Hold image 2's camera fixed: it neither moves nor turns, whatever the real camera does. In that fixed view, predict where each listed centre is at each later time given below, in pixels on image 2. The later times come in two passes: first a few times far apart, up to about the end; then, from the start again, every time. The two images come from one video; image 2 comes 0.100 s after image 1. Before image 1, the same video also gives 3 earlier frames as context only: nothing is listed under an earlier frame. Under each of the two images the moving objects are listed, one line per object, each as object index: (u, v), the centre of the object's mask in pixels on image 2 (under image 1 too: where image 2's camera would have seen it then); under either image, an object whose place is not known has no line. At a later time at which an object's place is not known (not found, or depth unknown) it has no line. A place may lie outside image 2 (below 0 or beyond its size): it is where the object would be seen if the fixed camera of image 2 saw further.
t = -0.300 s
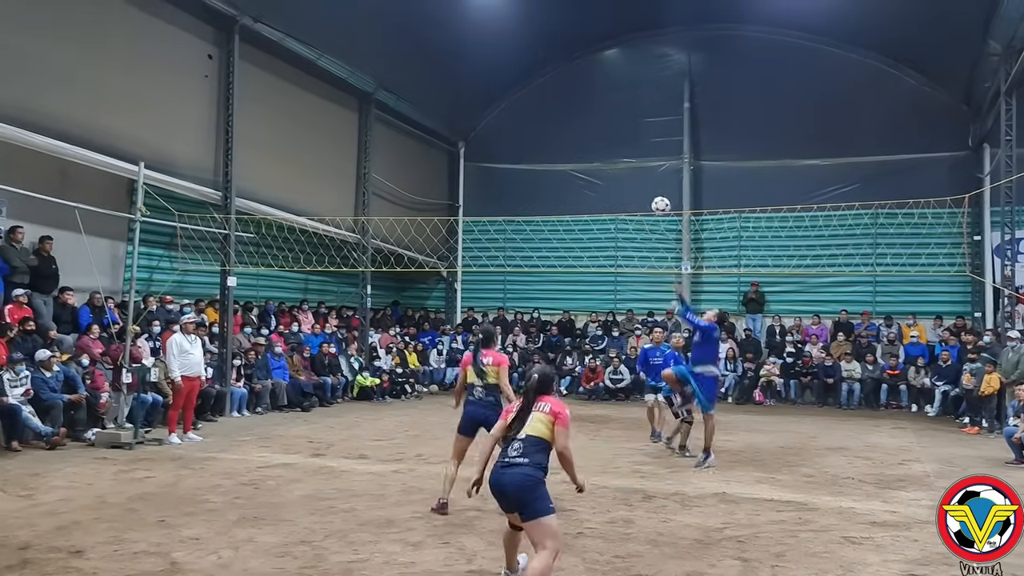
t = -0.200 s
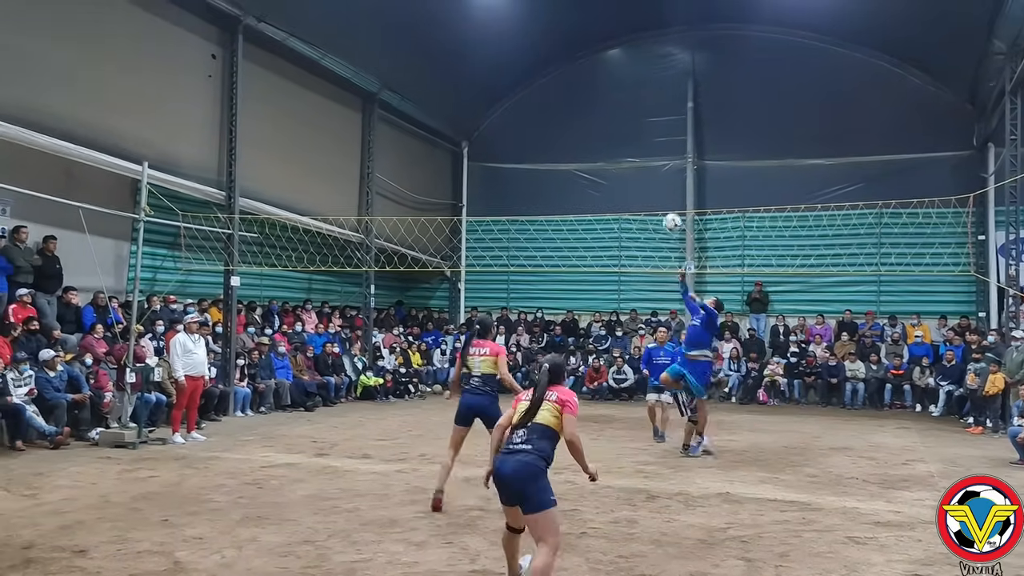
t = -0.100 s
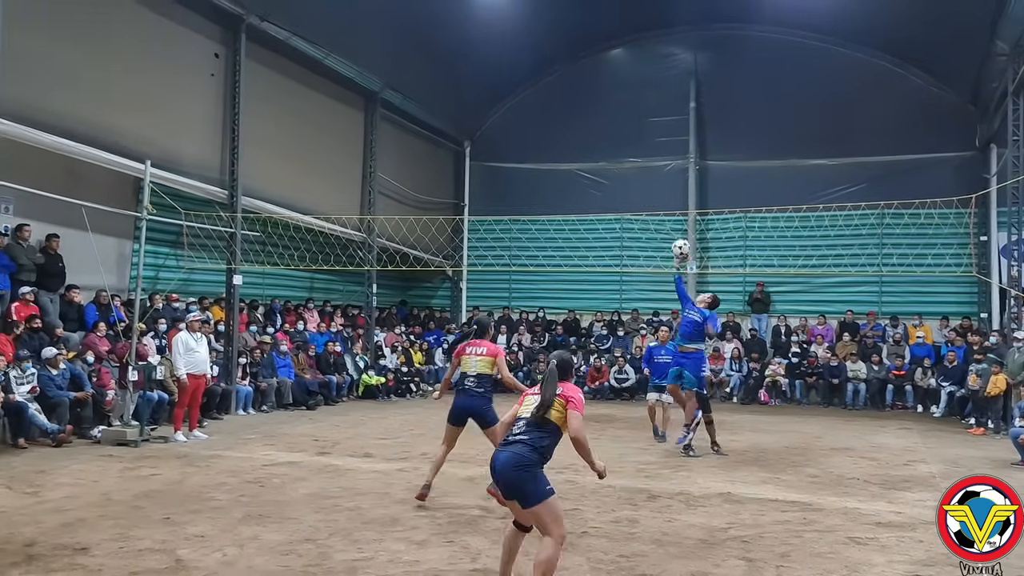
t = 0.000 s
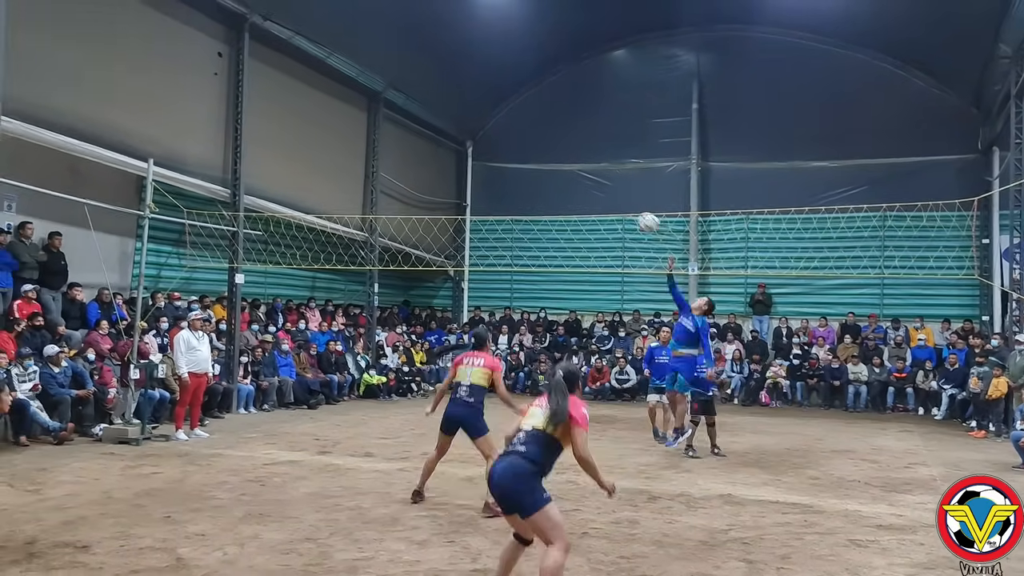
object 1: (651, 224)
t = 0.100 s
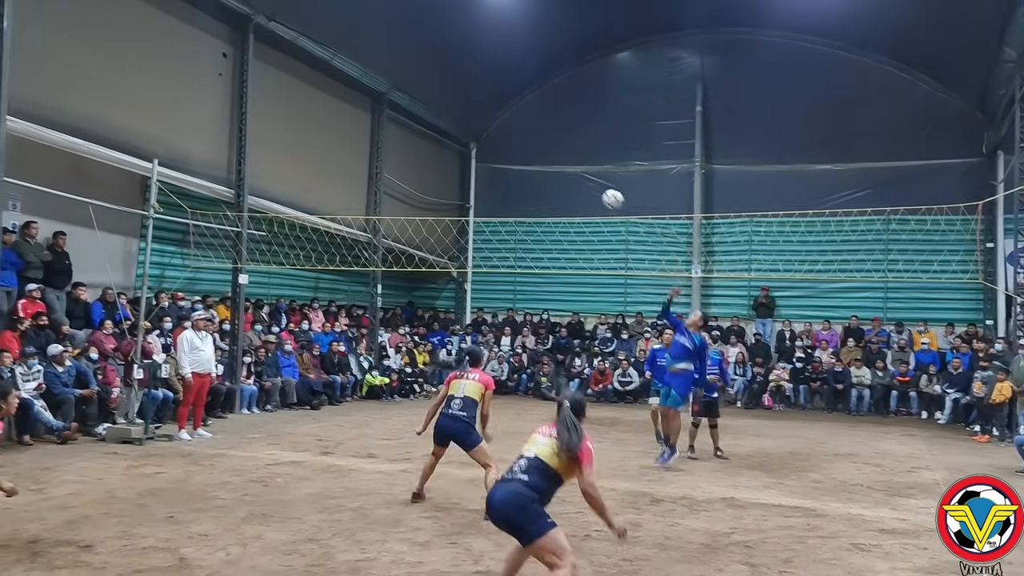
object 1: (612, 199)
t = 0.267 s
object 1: (553, 176)
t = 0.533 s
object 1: (443, 178)
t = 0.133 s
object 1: (600, 192)
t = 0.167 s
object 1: (587, 186)
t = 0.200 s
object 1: (580, 184)
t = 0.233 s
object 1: (566, 179)
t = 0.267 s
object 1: (553, 176)
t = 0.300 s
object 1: (539, 173)
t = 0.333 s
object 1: (526, 171)
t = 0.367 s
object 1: (512, 170)
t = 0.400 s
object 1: (499, 169)
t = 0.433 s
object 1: (486, 170)
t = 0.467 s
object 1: (471, 172)
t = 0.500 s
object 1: (457, 175)
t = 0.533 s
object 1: (443, 178)
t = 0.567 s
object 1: (429, 183)
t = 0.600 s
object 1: (415, 189)
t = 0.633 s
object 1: (400, 195)
